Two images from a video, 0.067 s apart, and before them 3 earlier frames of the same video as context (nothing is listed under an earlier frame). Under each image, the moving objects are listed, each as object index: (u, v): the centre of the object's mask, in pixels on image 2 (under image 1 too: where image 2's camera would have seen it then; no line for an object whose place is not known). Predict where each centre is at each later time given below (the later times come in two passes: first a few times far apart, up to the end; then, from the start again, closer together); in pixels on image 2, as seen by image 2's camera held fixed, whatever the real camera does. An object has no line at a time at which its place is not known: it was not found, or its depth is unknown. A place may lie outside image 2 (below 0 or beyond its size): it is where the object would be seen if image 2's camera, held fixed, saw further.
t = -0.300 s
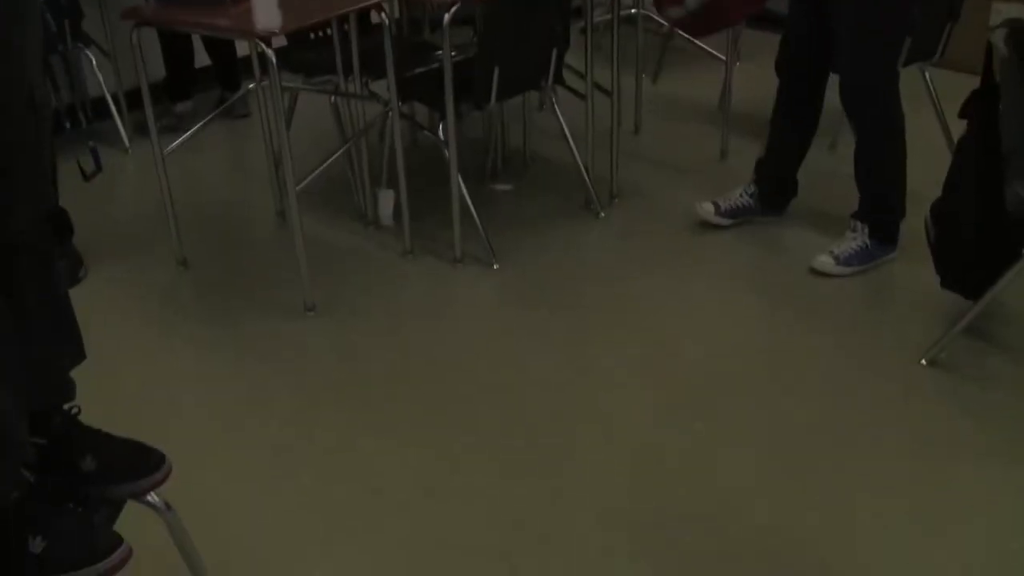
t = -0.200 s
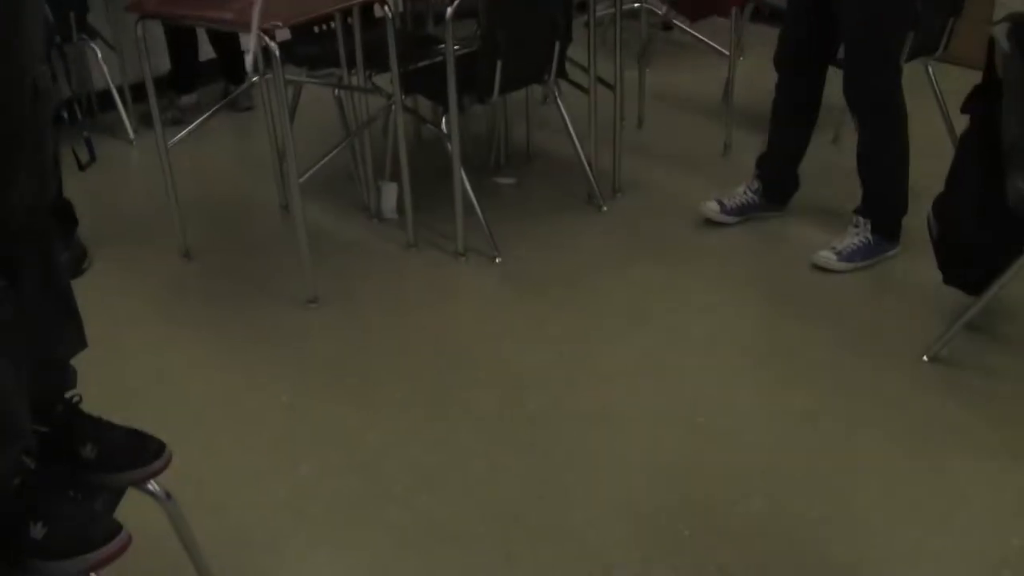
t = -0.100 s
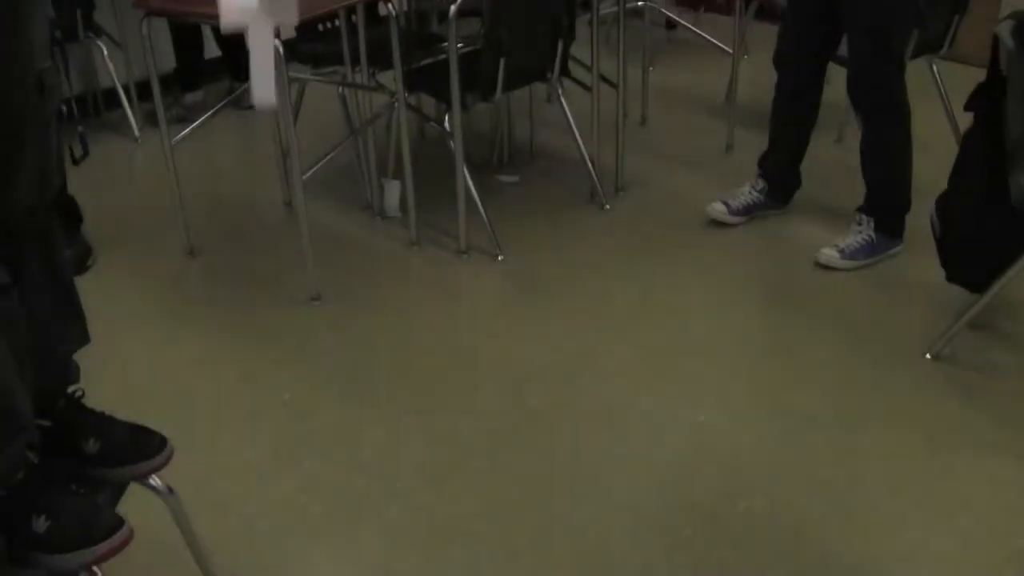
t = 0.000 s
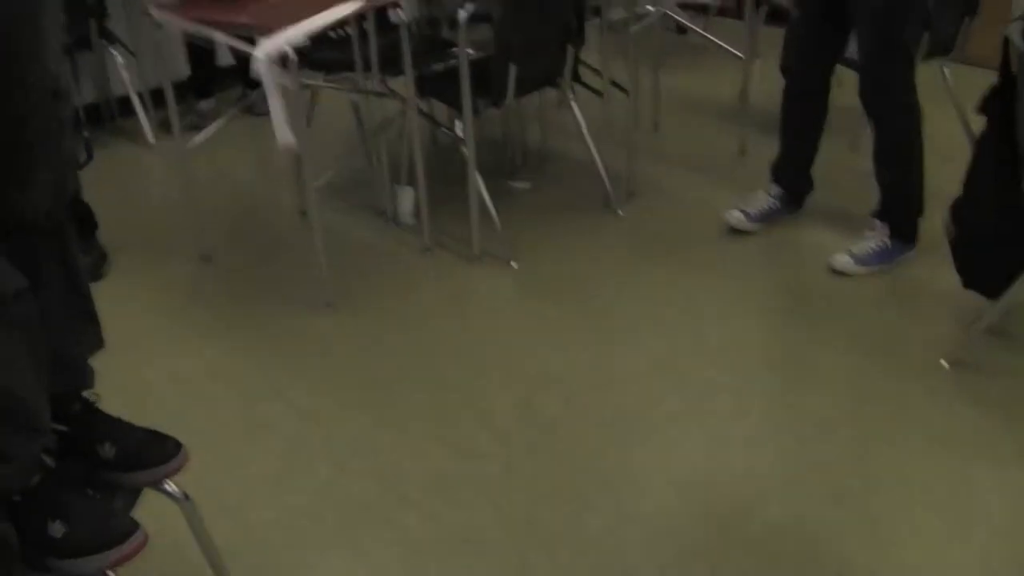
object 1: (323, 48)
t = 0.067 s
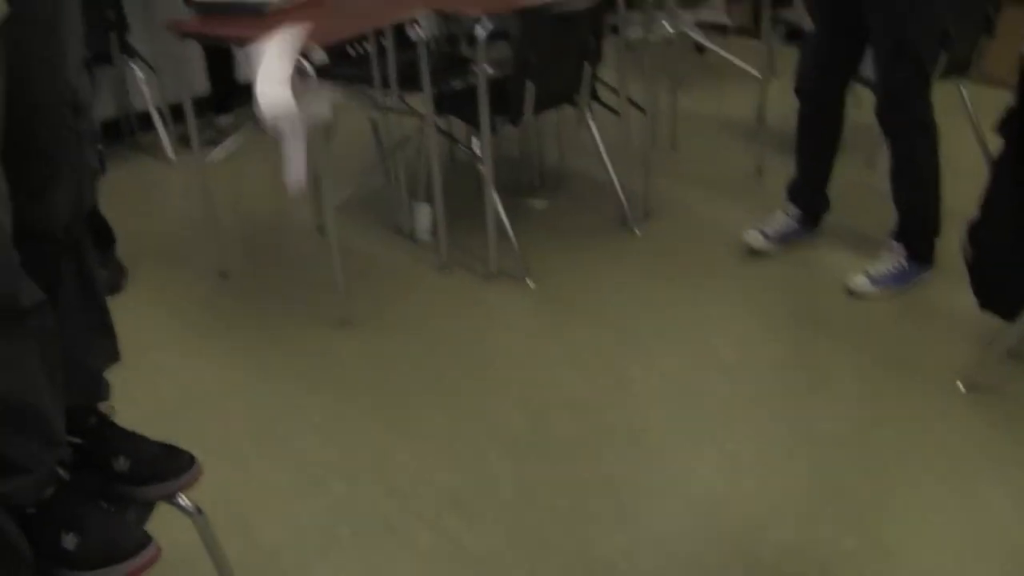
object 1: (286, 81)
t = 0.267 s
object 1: (275, 159)
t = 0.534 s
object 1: (318, 246)
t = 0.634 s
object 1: (335, 291)
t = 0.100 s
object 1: (280, 93)
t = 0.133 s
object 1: (281, 110)
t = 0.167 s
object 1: (302, 117)
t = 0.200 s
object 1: (304, 124)
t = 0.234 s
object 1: (282, 140)
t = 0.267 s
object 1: (275, 159)
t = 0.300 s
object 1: (285, 181)
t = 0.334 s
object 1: (316, 190)
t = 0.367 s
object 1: (315, 198)
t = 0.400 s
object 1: (306, 212)
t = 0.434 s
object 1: (307, 225)
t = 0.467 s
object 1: (328, 236)
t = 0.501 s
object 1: (334, 237)
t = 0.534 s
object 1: (318, 246)
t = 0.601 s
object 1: (314, 284)
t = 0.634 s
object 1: (335, 291)
